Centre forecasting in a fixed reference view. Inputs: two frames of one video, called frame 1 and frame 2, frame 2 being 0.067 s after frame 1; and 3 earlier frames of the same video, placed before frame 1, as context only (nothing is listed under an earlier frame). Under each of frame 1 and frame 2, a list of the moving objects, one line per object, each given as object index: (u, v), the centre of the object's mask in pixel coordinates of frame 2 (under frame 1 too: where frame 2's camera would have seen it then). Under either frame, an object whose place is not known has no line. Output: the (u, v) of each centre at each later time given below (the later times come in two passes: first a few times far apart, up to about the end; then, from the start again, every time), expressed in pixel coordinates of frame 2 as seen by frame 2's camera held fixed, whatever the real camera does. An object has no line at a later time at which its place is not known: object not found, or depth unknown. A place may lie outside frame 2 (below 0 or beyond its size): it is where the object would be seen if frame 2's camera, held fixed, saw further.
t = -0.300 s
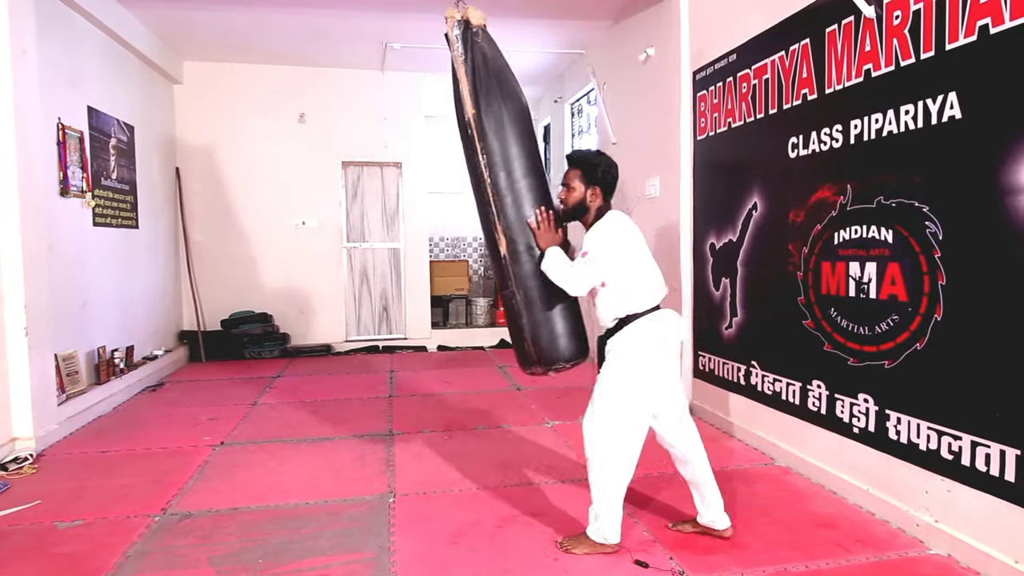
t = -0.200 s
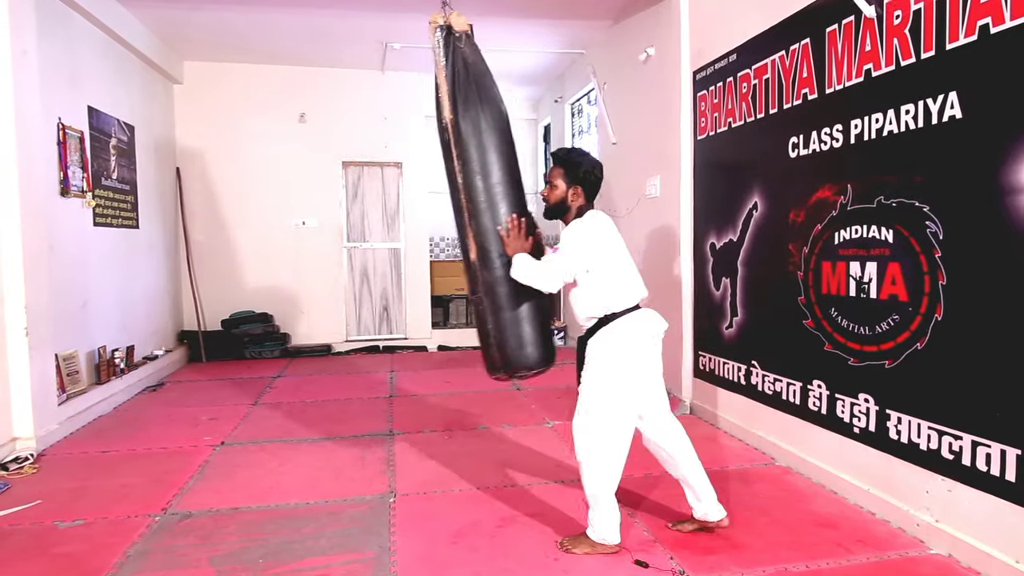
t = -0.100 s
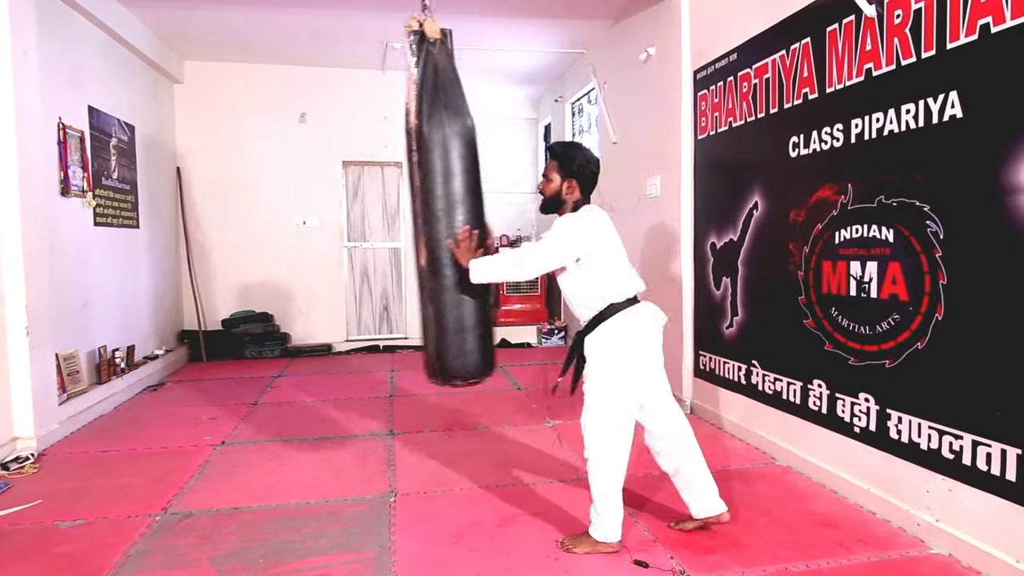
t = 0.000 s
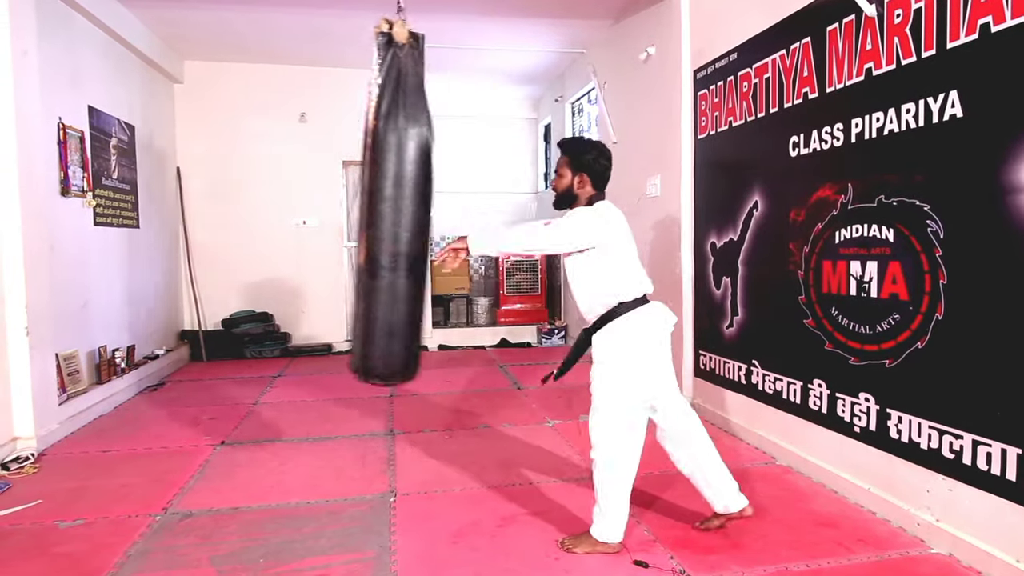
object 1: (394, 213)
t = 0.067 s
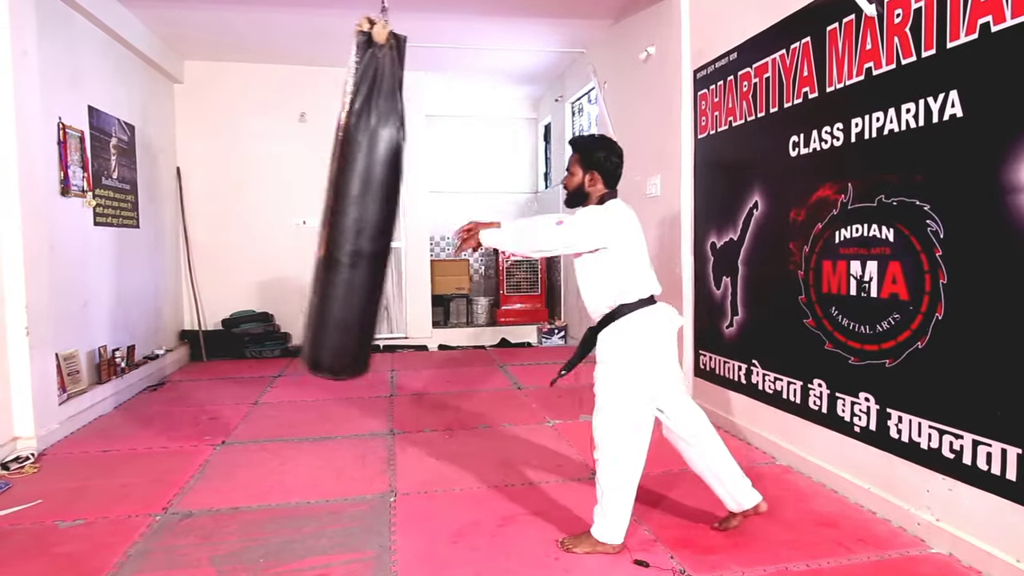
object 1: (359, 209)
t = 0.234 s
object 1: (281, 188)
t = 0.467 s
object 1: (210, 156)
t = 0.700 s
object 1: (187, 147)
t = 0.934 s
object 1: (214, 165)
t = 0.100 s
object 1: (342, 206)
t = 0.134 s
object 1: (326, 202)
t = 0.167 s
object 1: (310, 198)
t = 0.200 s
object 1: (295, 194)
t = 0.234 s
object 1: (281, 188)
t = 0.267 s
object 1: (268, 184)
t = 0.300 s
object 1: (256, 178)
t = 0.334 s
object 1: (244, 173)
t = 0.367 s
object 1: (234, 169)
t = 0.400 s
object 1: (225, 164)
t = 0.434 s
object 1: (217, 160)
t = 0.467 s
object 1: (210, 156)
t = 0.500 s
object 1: (203, 153)
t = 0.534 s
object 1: (199, 150)
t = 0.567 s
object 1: (194, 148)
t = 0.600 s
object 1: (191, 147)
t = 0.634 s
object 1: (188, 147)
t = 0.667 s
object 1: (187, 147)
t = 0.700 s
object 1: (187, 147)
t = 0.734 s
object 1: (187, 147)
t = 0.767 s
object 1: (189, 149)
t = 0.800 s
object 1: (192, 151)
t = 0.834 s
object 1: (196, 153)
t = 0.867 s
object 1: (201, 156)
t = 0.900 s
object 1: (207, 160)
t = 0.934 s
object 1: (214, 165)
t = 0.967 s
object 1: (222, 170)
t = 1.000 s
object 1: (232, 175)
